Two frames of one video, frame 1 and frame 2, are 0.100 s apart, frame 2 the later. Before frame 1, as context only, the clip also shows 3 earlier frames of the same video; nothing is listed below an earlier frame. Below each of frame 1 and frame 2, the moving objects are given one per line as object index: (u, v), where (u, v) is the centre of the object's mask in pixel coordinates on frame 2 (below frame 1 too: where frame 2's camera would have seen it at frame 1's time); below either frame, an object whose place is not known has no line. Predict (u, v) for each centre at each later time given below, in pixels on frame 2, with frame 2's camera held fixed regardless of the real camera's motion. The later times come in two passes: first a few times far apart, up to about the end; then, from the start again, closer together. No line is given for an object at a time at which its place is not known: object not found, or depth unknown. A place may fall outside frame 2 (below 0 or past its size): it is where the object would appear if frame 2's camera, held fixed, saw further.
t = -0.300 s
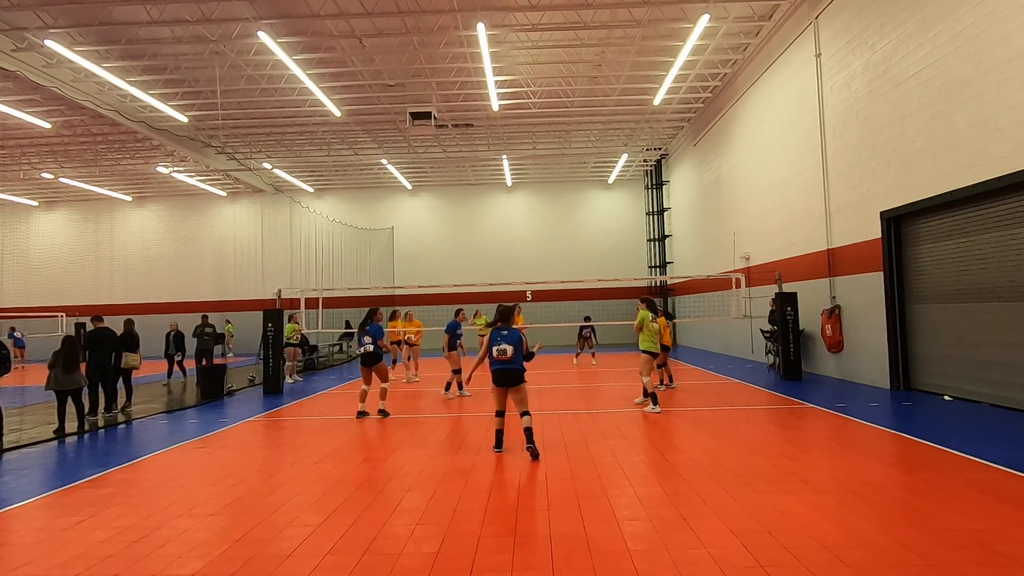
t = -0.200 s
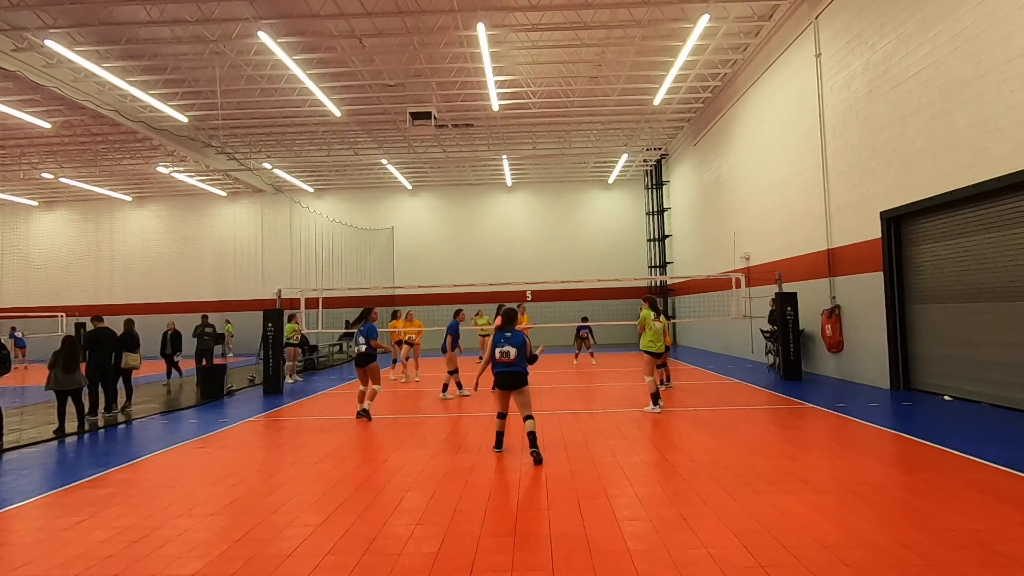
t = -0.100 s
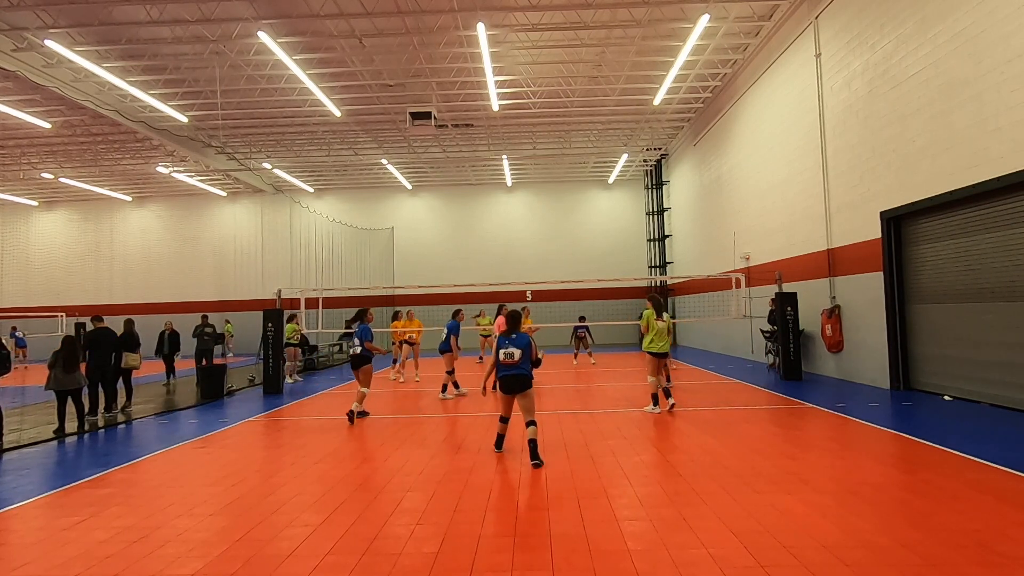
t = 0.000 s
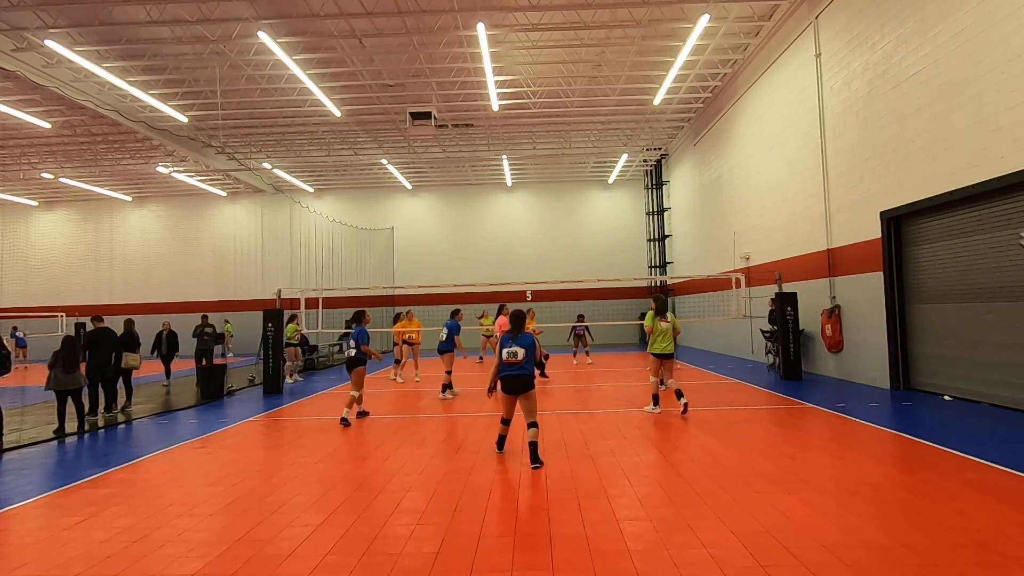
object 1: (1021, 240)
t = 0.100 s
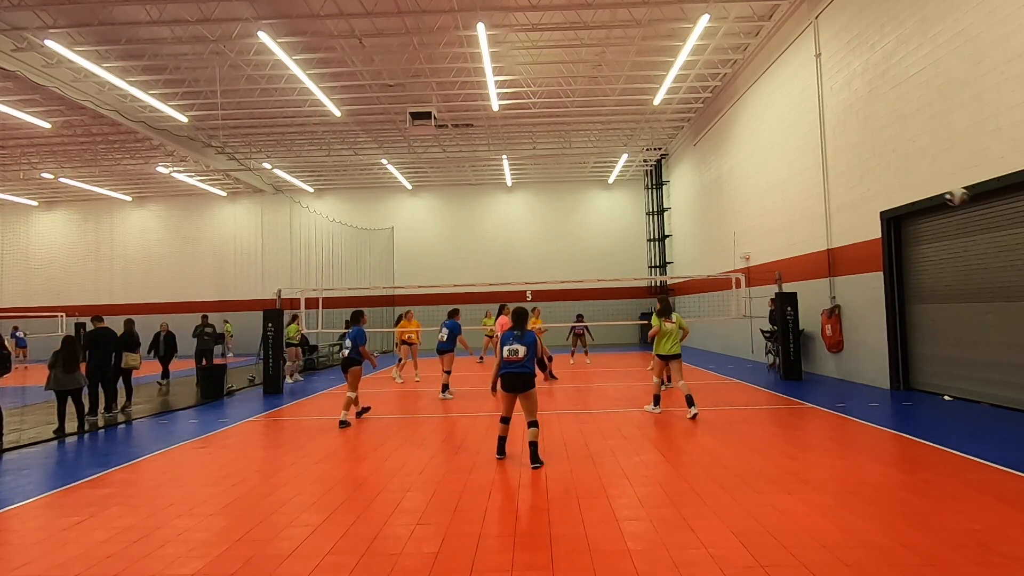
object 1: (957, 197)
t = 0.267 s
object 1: (867, 161)
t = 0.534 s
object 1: (778, 157)
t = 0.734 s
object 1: (735, 178)
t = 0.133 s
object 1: (936, 187)
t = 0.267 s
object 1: (867, 161)
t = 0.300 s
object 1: (853, 158)
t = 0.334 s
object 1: (840, 155)
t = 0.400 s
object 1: (816, 153)
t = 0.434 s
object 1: (806, 153)
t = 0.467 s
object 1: (796, 154)
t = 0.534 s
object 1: (778, 157)
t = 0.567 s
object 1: (770, 159)
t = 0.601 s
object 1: (762, 162)
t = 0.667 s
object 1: (748, 169)
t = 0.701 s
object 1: (741, 173)
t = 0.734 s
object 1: (735, 178)
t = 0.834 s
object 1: (718, 193)
